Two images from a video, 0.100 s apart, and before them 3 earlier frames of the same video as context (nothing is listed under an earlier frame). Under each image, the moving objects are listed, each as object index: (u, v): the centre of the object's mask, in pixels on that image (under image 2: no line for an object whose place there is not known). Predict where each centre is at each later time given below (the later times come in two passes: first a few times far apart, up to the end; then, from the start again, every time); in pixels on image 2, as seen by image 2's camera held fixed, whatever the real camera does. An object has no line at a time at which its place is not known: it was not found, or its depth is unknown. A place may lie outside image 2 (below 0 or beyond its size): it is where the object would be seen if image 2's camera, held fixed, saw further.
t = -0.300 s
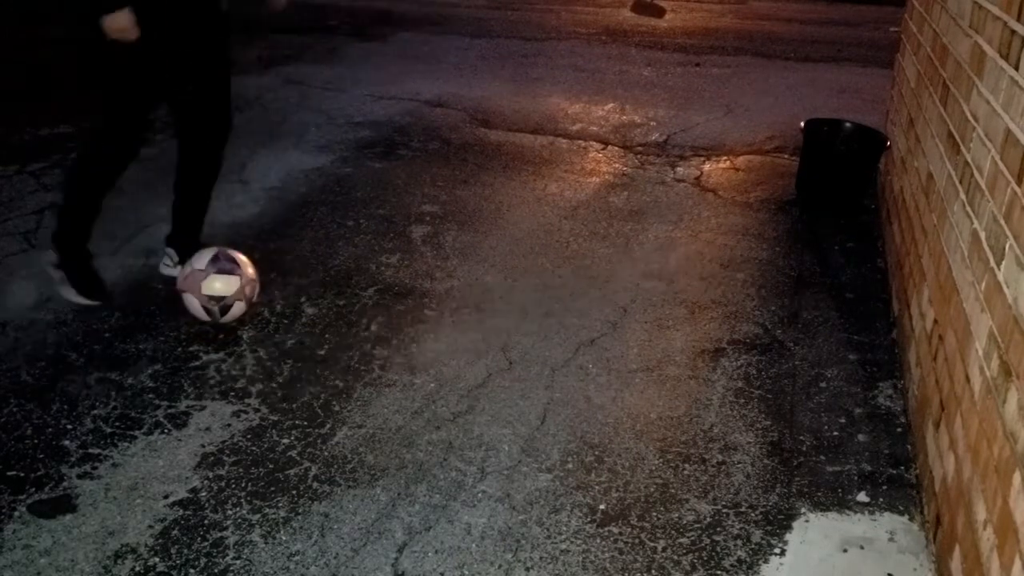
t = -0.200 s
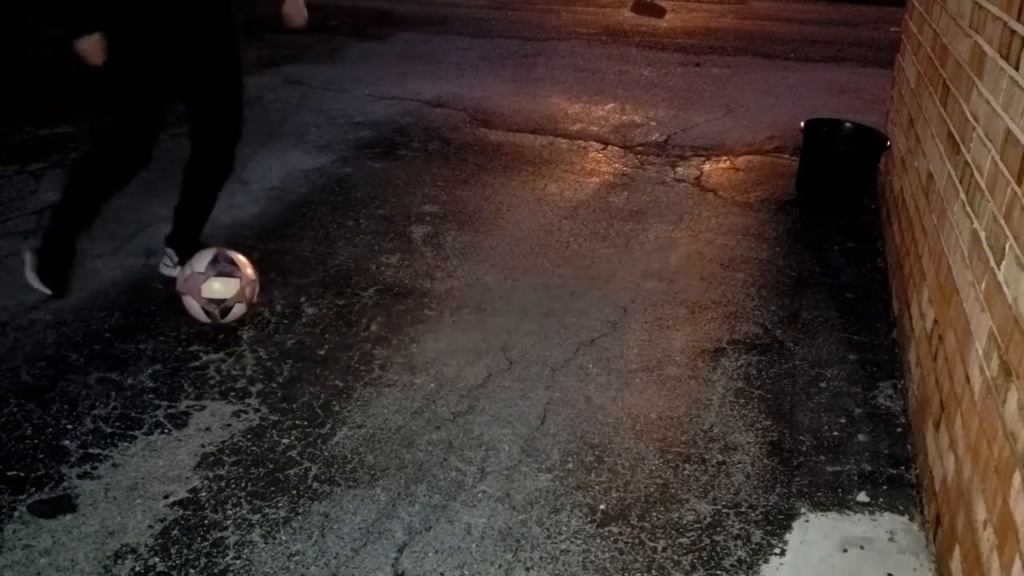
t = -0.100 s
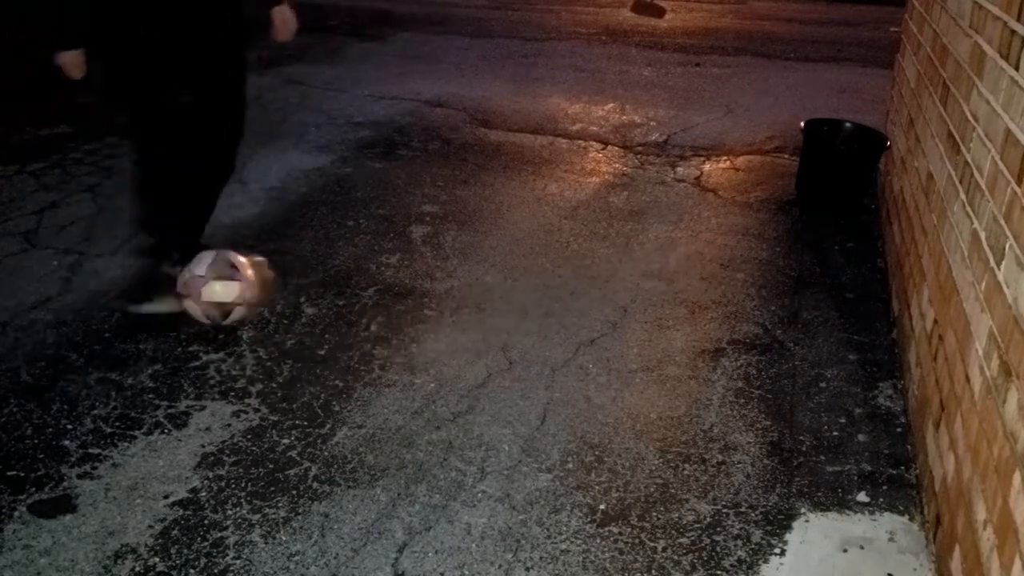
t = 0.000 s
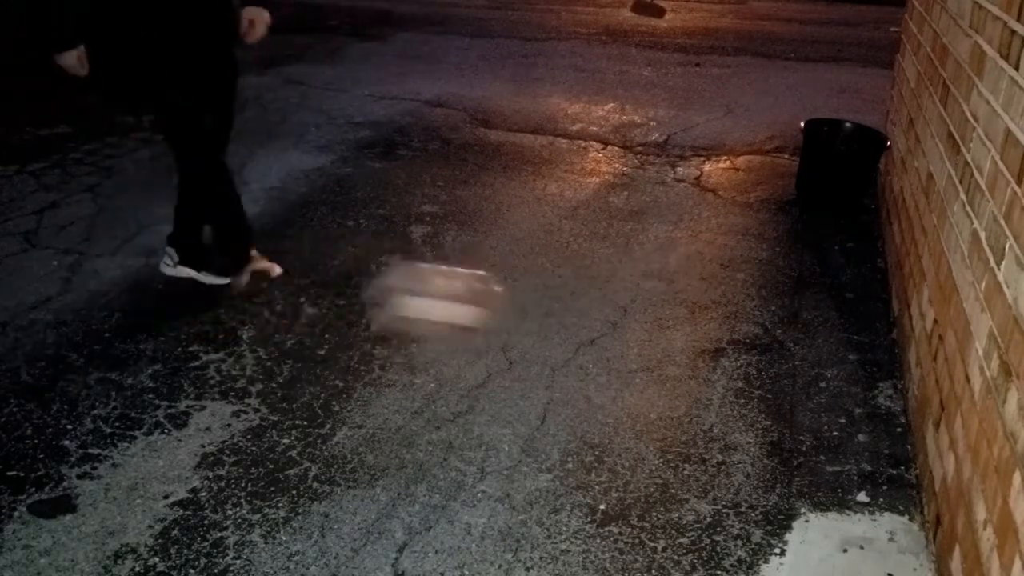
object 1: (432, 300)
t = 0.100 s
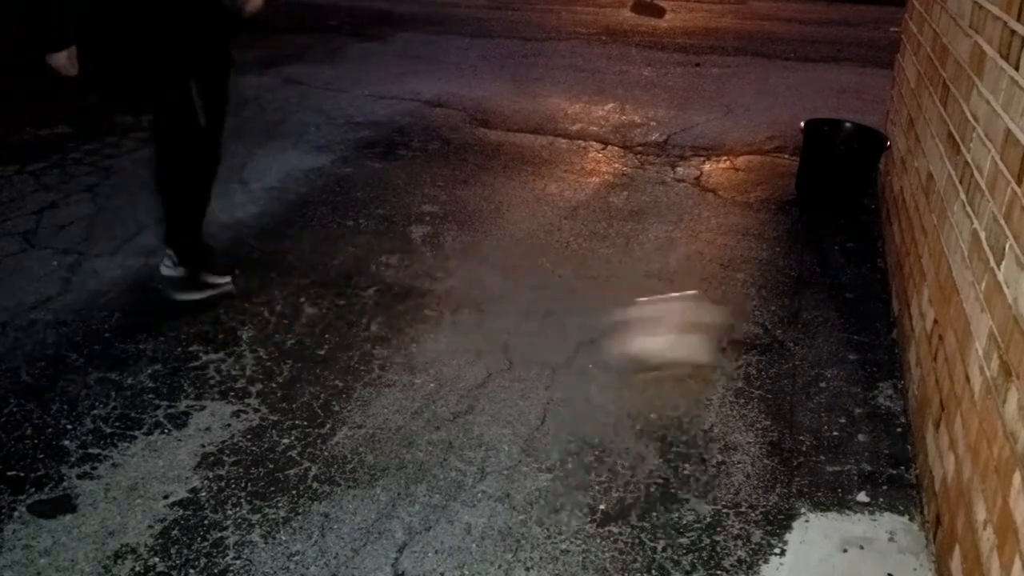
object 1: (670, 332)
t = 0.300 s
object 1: (733, 274)
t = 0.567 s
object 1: (416, 246)
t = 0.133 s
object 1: (741, 326)
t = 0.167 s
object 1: (806, 326)
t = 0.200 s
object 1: (861, 326)
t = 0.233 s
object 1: (838, 306)
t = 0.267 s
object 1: (784, 287)
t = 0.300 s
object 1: (733, 274)
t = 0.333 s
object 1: (681, 263)
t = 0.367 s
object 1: (629, 257)
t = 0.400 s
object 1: (585, 254)
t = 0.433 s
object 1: (547, 258)
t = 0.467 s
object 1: (501, 262)
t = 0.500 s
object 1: (462, 271)
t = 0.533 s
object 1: (435, 262)
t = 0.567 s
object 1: (416, 246)
